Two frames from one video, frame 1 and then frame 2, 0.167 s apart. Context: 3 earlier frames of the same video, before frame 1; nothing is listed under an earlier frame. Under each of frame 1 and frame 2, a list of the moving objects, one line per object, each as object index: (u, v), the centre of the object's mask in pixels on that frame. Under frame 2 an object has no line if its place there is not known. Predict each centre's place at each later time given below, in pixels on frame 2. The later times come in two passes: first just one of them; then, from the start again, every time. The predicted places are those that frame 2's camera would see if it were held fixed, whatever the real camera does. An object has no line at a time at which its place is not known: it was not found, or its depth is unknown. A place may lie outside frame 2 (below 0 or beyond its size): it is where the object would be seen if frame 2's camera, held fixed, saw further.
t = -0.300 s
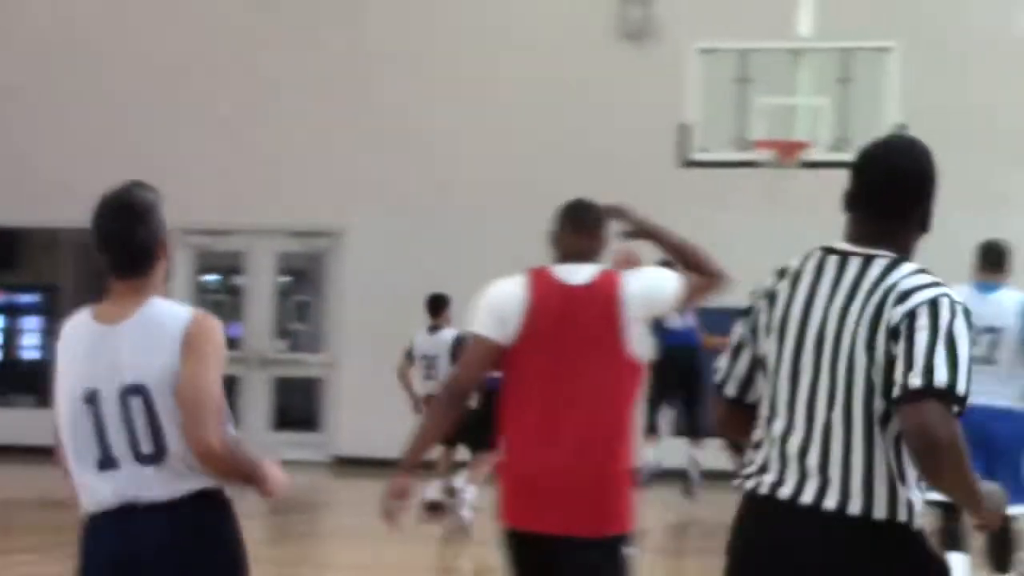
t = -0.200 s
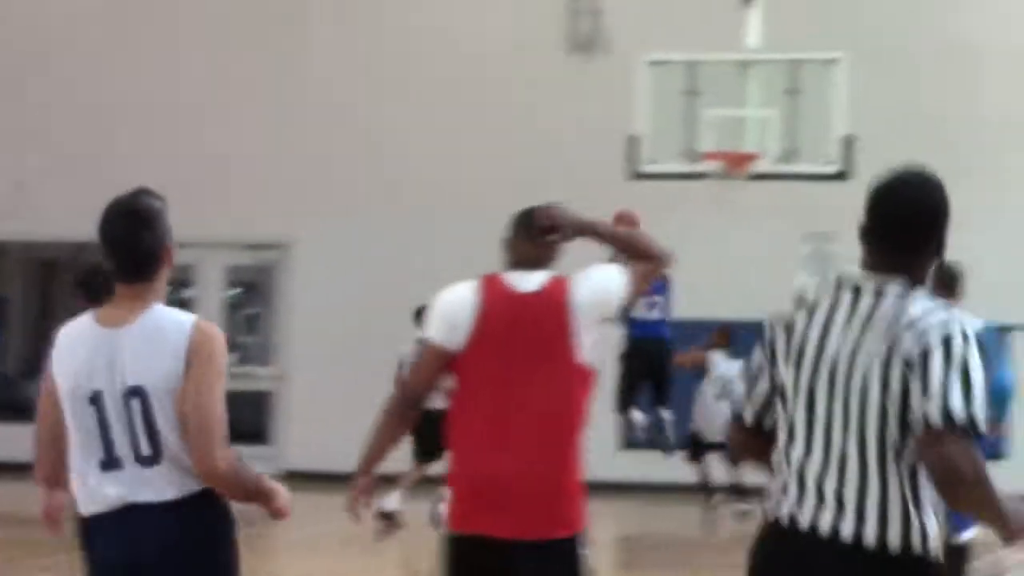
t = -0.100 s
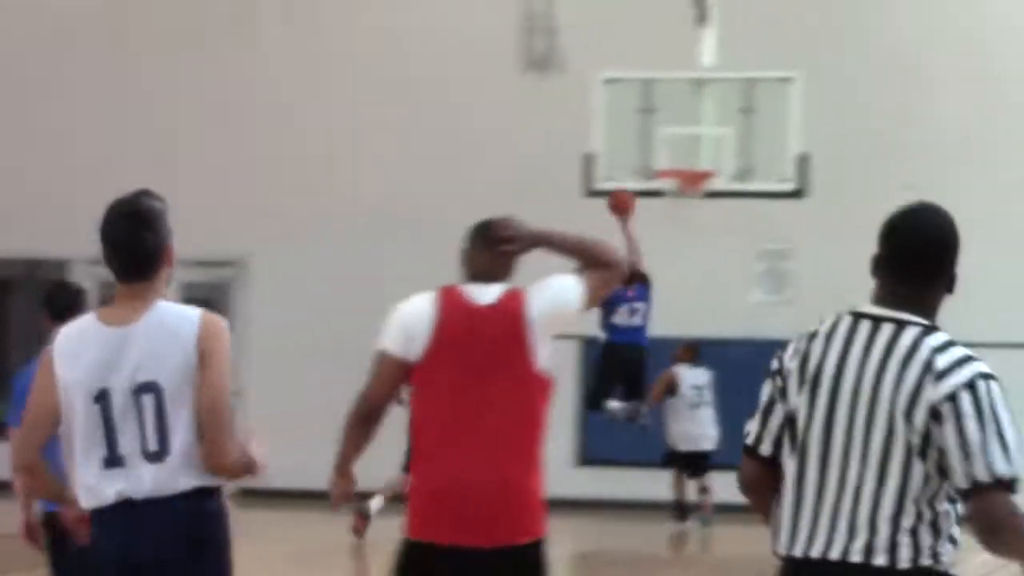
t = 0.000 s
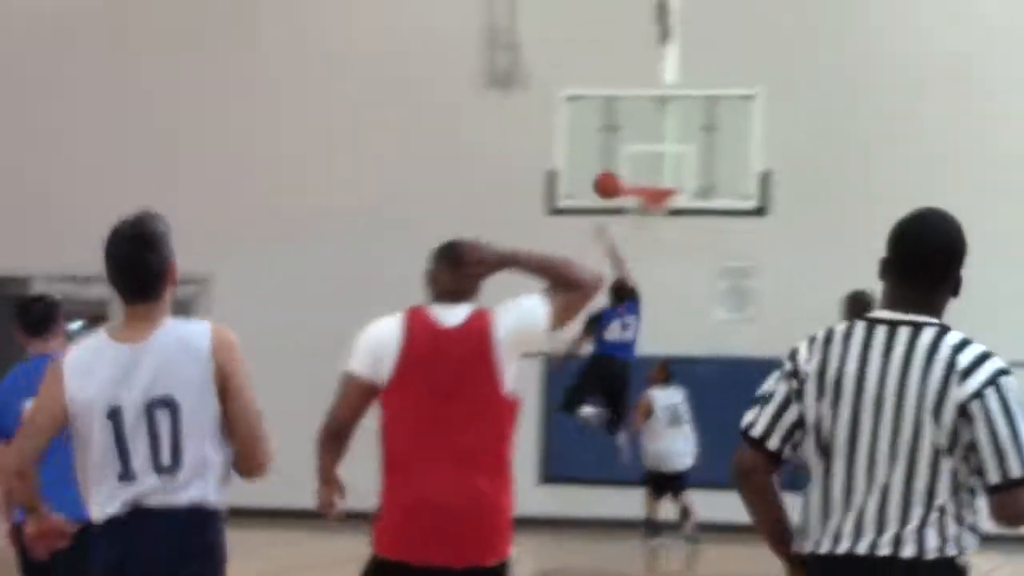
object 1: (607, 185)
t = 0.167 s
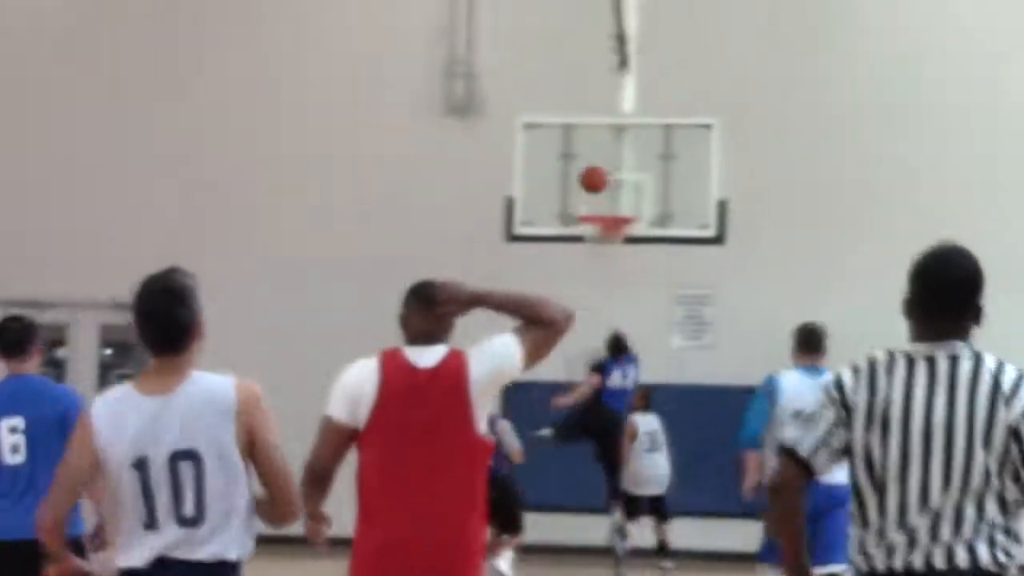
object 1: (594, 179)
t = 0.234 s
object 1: (597, 174)
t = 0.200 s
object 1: (595, 176)
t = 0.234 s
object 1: (597, 174)
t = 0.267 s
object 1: (599, 174)
